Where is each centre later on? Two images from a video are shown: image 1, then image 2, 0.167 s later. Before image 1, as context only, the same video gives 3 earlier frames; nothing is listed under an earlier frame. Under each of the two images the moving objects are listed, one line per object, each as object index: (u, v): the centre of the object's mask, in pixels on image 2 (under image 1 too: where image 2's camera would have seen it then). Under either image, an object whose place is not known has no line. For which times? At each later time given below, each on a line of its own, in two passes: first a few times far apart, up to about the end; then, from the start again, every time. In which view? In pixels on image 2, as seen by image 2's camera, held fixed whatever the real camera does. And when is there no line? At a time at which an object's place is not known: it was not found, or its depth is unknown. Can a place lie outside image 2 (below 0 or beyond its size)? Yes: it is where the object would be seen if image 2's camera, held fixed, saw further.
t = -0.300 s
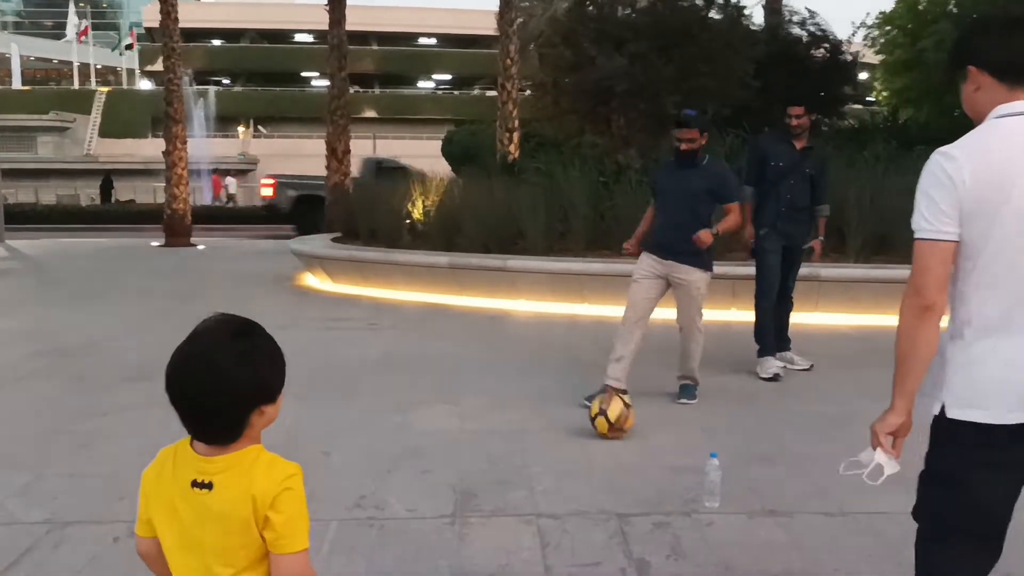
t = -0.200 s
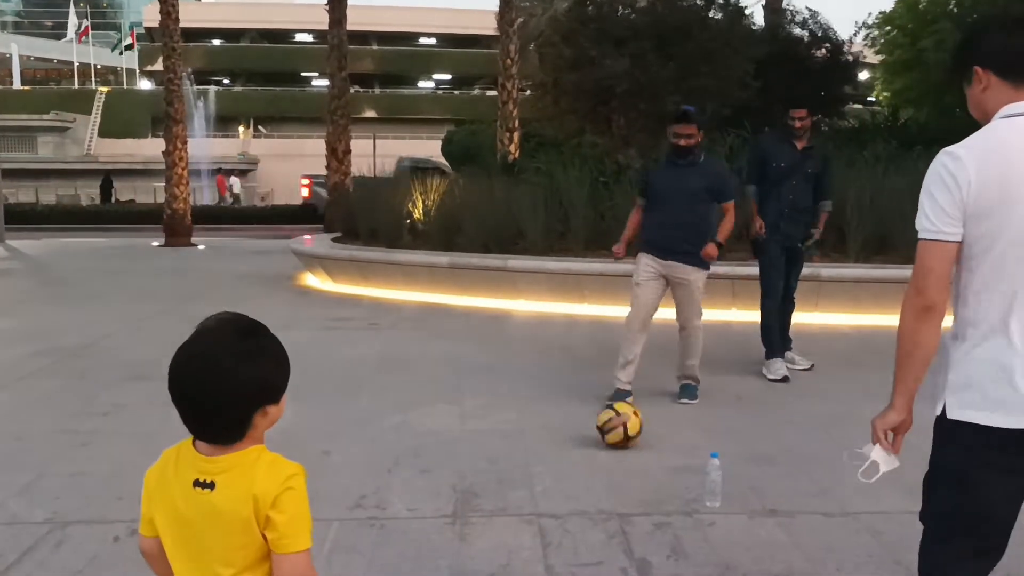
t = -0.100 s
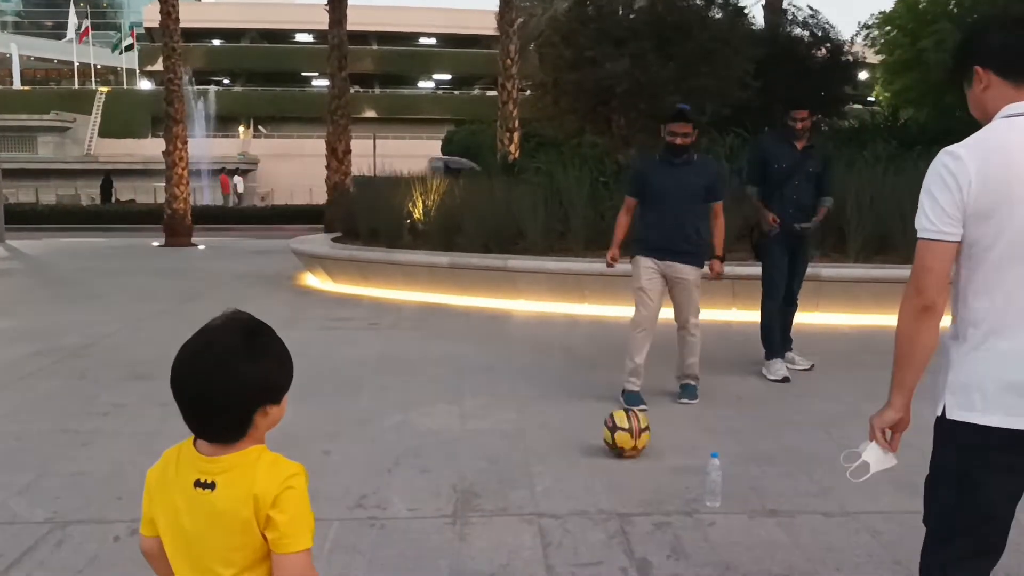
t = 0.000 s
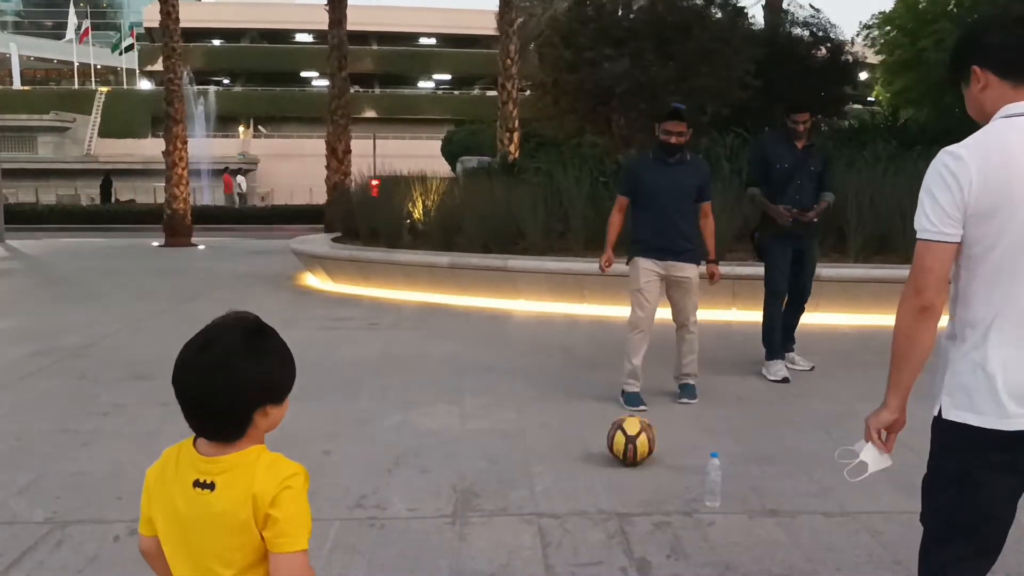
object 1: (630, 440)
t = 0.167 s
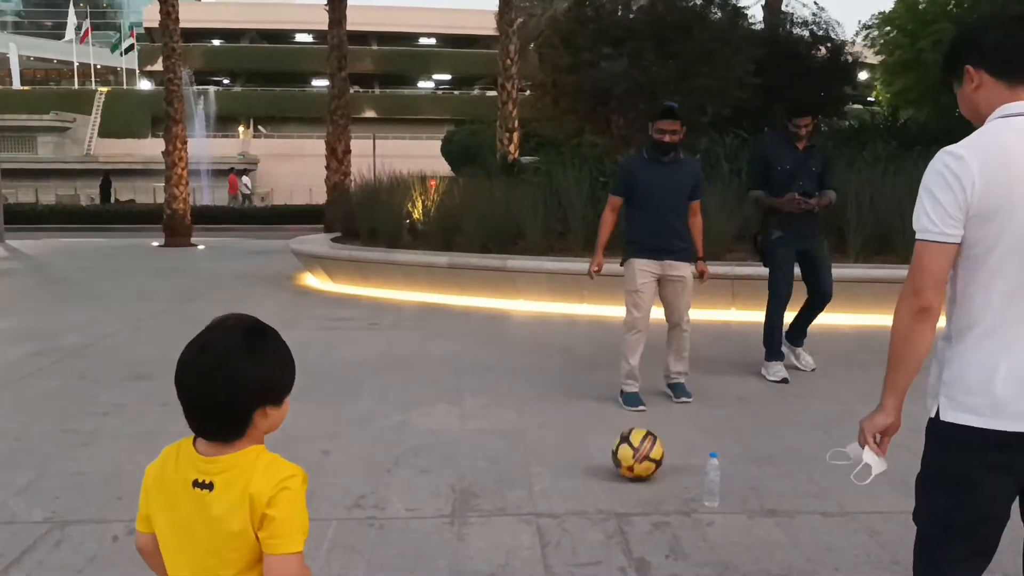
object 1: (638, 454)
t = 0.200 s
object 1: (639, 456)
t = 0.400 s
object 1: (644, 477)
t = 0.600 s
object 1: (644, 498)
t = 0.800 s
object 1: (640, 522)
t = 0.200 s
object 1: (639, 456)
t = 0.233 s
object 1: (640, 460)
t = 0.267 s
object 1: (641, 463)
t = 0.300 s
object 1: (642, 466)
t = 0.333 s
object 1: (643, 470)
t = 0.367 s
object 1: (643, 474)
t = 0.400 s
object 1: (644, 477)
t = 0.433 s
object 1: (644, 480)
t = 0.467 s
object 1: (644, 483)
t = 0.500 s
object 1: (644, 486)
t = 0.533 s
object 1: (644, 489)
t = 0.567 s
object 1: (644, 493)
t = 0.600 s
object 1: (644, 498)
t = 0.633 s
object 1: (643, 501)
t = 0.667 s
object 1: (643, 505)
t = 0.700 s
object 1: (642, 508)
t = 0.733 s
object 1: (642, 513)
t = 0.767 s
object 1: (640, 518)
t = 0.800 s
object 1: (640, 522)
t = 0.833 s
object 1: (638, 526)
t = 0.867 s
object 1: (636, 531)
